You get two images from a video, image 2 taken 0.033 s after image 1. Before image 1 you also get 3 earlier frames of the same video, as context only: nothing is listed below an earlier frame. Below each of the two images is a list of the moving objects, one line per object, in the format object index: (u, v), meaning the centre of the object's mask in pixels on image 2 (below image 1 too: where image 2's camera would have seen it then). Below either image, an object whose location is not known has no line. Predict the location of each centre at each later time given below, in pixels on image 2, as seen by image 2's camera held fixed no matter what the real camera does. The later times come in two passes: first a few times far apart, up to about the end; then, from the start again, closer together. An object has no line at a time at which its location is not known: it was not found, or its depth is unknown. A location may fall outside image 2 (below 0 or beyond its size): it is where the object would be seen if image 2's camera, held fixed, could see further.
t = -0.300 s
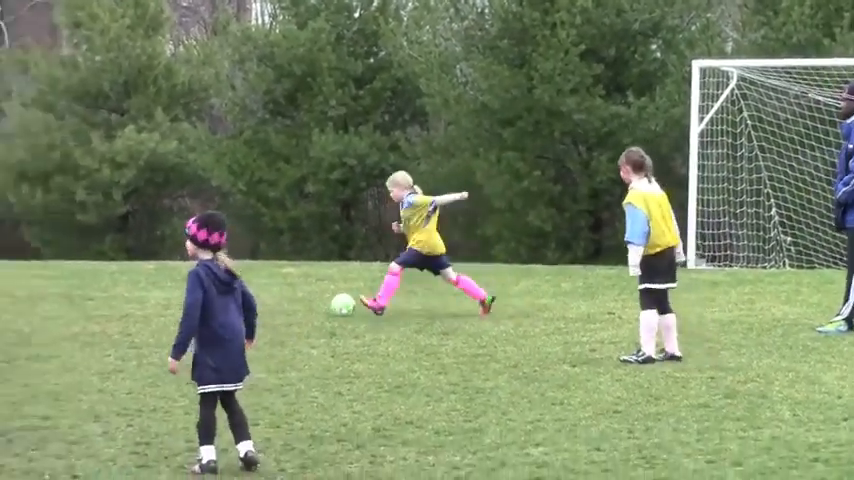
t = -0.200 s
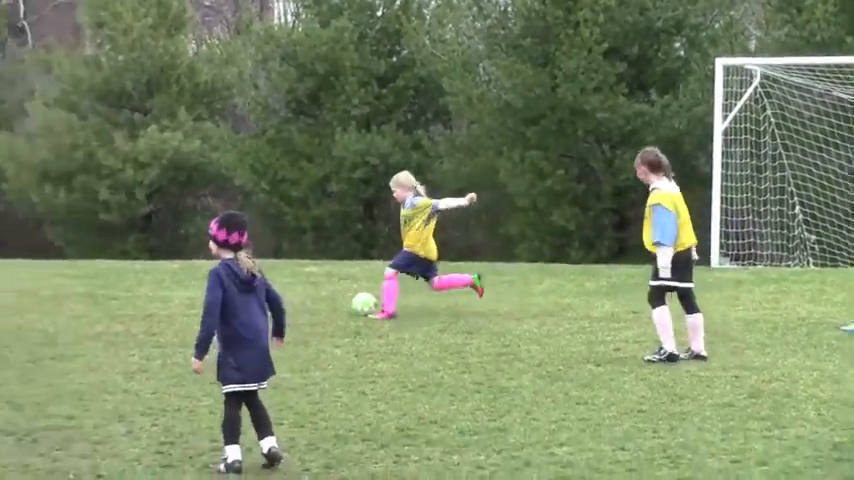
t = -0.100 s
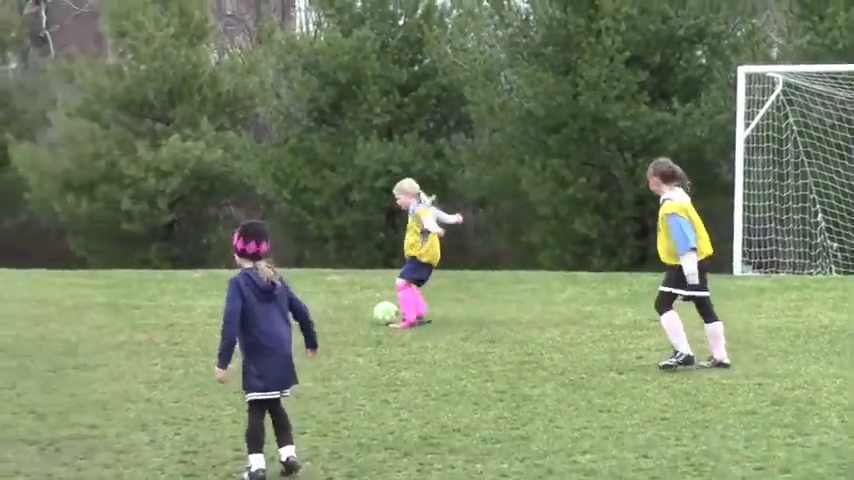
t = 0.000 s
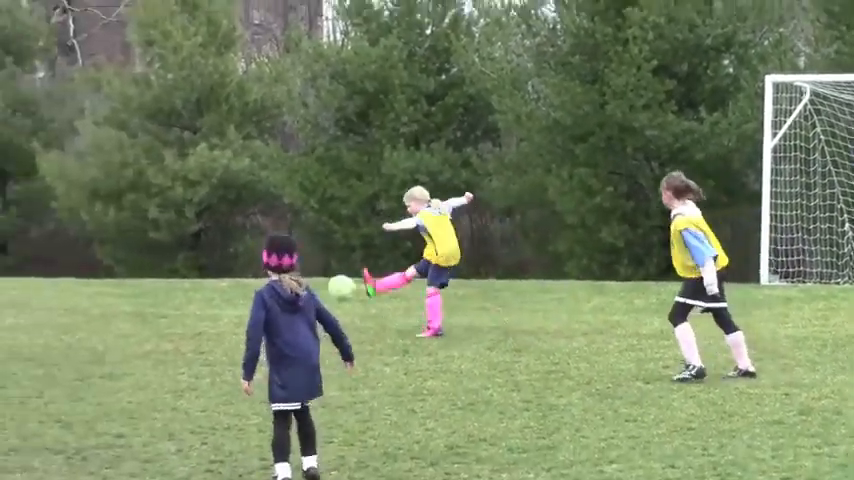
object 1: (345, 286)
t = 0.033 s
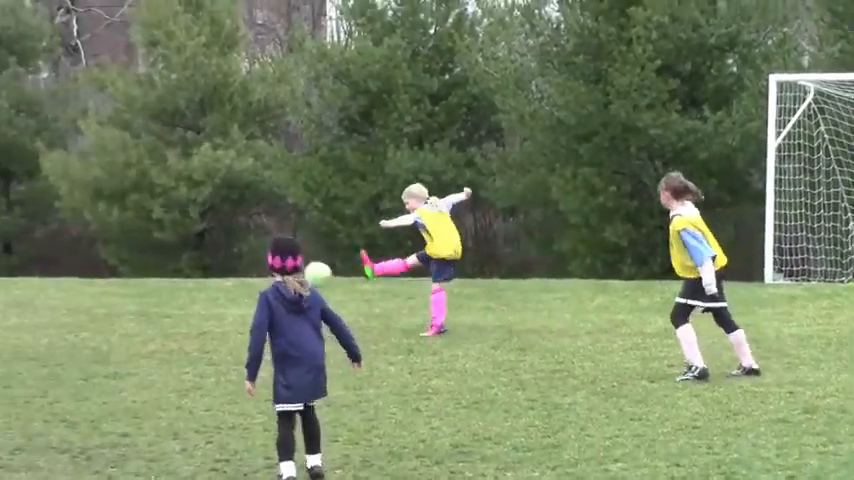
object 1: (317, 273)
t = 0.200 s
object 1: (174, 231)
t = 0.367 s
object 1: (30, 223)
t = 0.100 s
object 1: (259, 252)
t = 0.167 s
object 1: (202, 237)
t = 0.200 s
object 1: (174, 231)
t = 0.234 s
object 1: (145, 227)
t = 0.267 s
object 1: (116, 224)
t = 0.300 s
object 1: (88, 222)
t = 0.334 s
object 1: (60, 222)
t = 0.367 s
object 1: (30, 223)
